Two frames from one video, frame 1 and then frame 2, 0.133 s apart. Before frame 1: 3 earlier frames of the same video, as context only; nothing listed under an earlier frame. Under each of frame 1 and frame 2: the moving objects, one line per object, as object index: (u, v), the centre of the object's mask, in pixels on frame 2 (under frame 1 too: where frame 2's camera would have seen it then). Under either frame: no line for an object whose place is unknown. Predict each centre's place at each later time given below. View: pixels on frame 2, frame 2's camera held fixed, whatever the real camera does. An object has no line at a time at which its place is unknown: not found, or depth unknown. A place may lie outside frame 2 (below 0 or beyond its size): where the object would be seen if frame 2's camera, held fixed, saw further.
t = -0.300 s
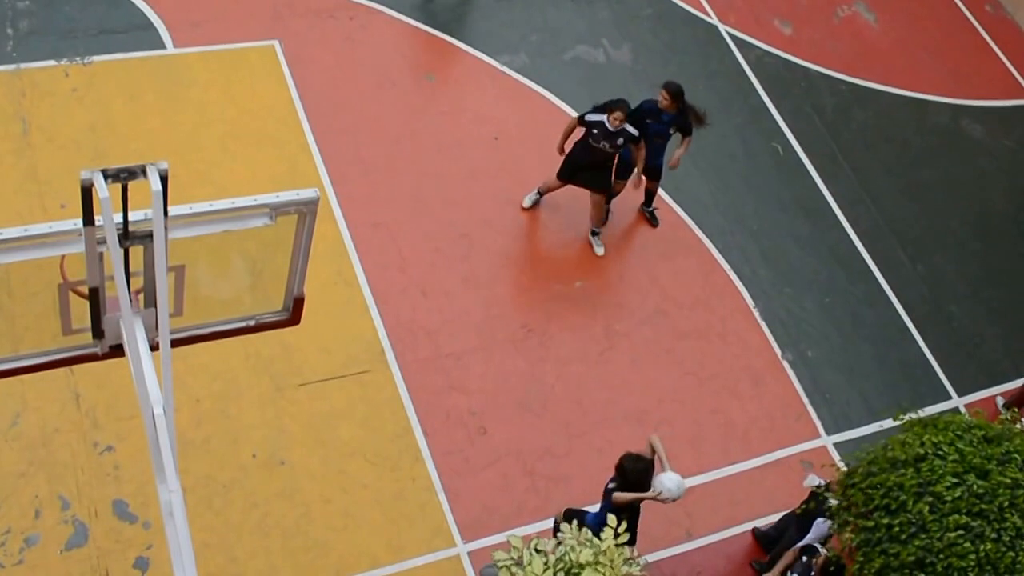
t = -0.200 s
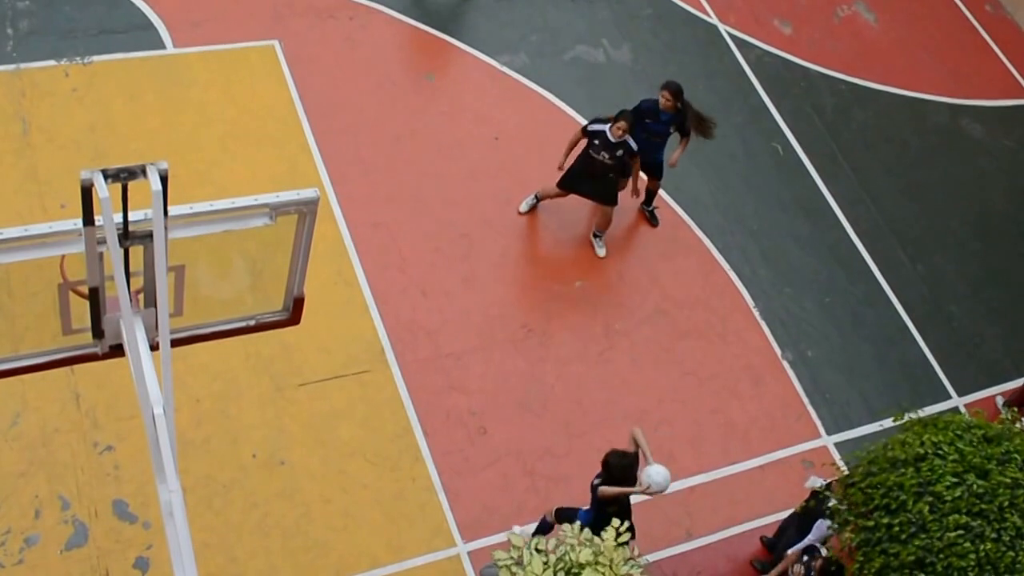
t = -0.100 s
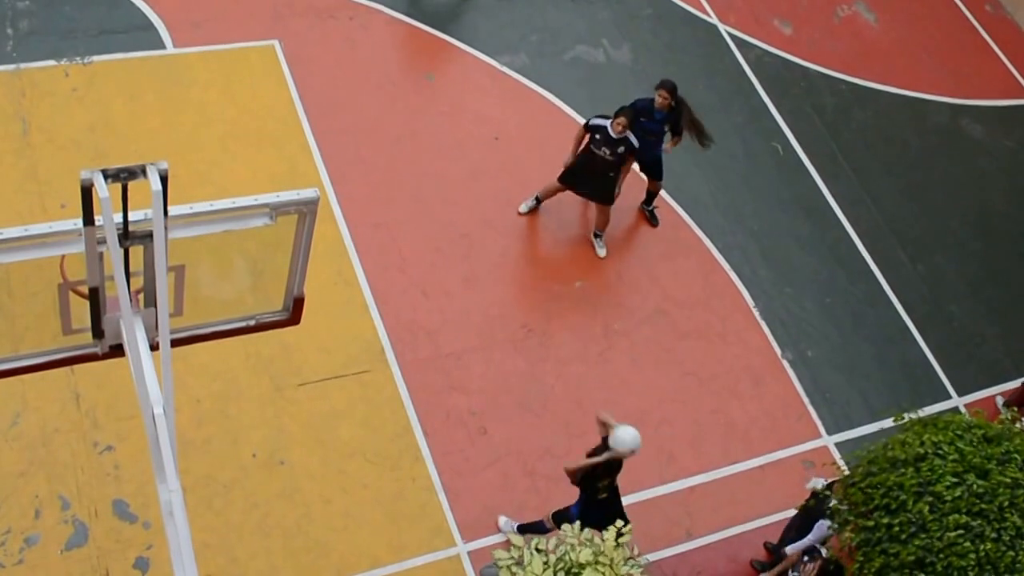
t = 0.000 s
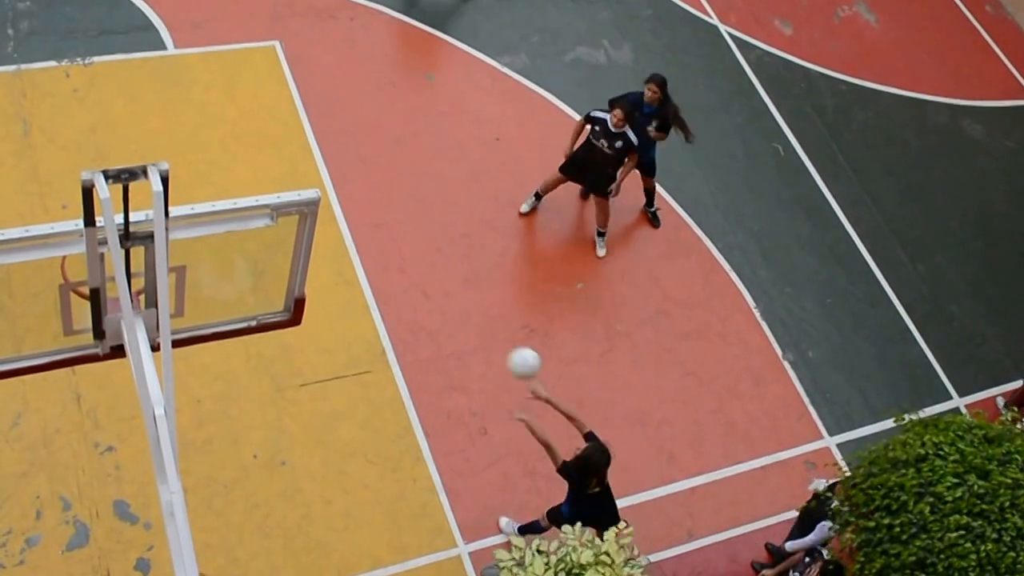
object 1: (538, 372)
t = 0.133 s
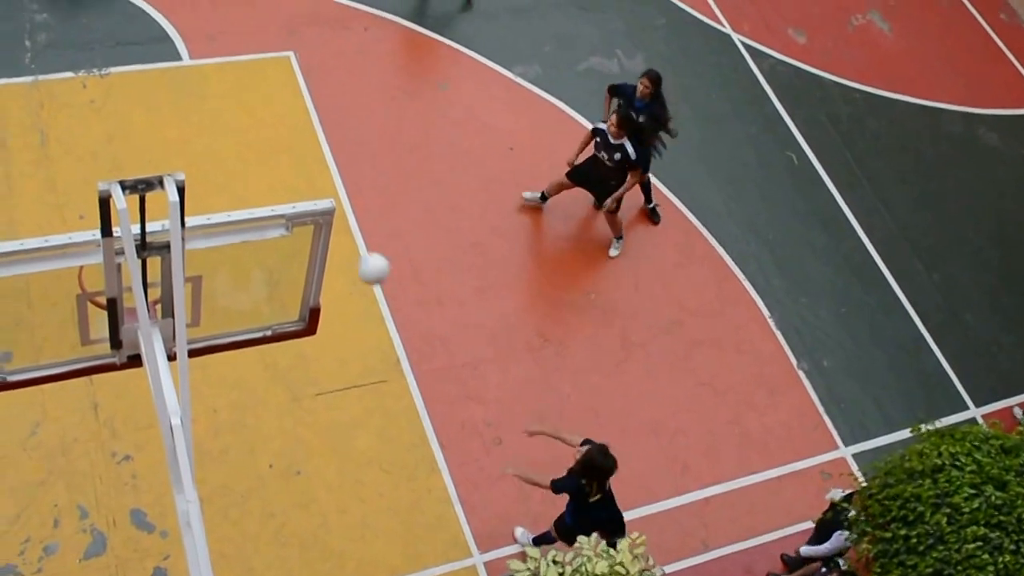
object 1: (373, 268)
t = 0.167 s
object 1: (335, 244)
